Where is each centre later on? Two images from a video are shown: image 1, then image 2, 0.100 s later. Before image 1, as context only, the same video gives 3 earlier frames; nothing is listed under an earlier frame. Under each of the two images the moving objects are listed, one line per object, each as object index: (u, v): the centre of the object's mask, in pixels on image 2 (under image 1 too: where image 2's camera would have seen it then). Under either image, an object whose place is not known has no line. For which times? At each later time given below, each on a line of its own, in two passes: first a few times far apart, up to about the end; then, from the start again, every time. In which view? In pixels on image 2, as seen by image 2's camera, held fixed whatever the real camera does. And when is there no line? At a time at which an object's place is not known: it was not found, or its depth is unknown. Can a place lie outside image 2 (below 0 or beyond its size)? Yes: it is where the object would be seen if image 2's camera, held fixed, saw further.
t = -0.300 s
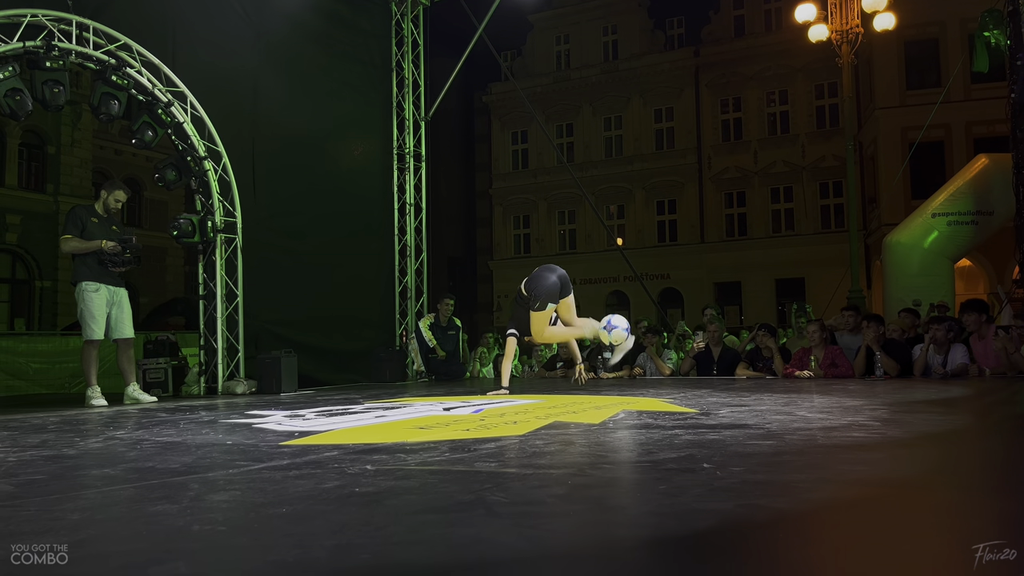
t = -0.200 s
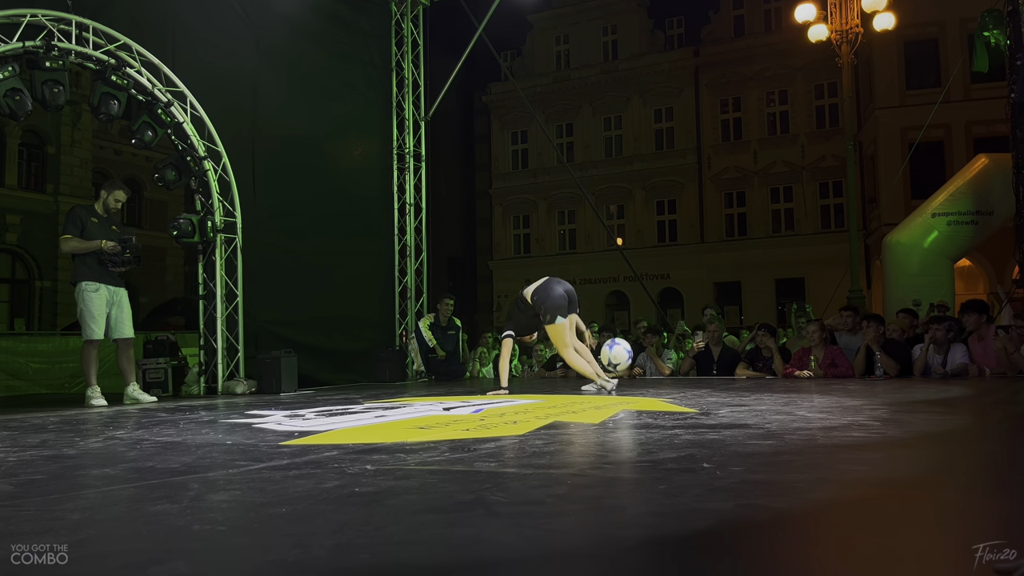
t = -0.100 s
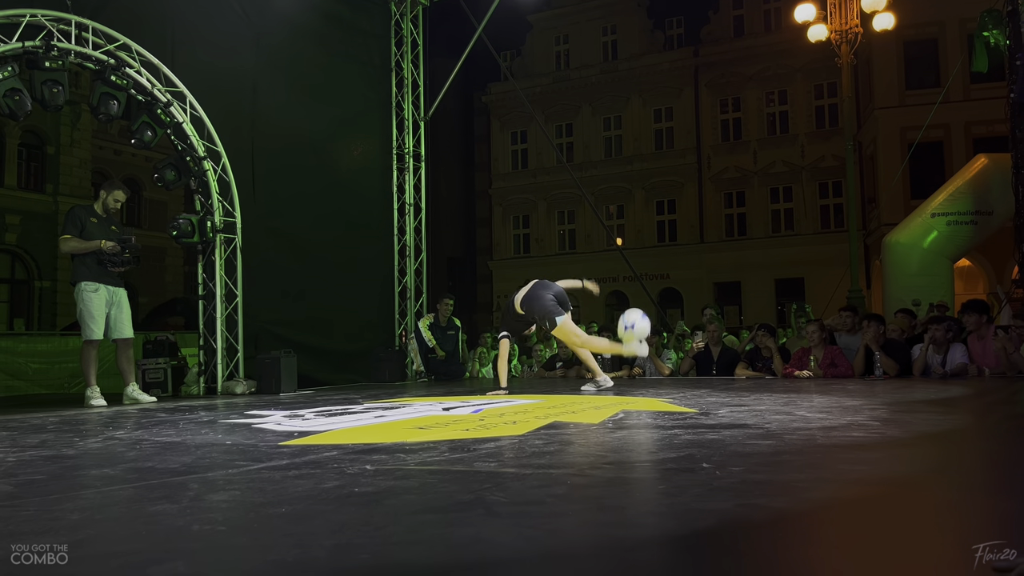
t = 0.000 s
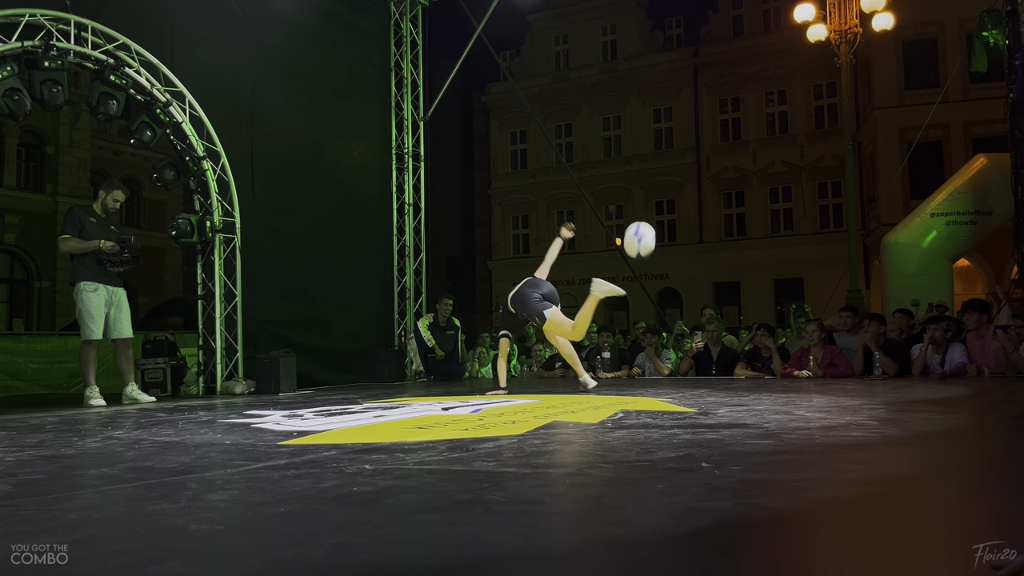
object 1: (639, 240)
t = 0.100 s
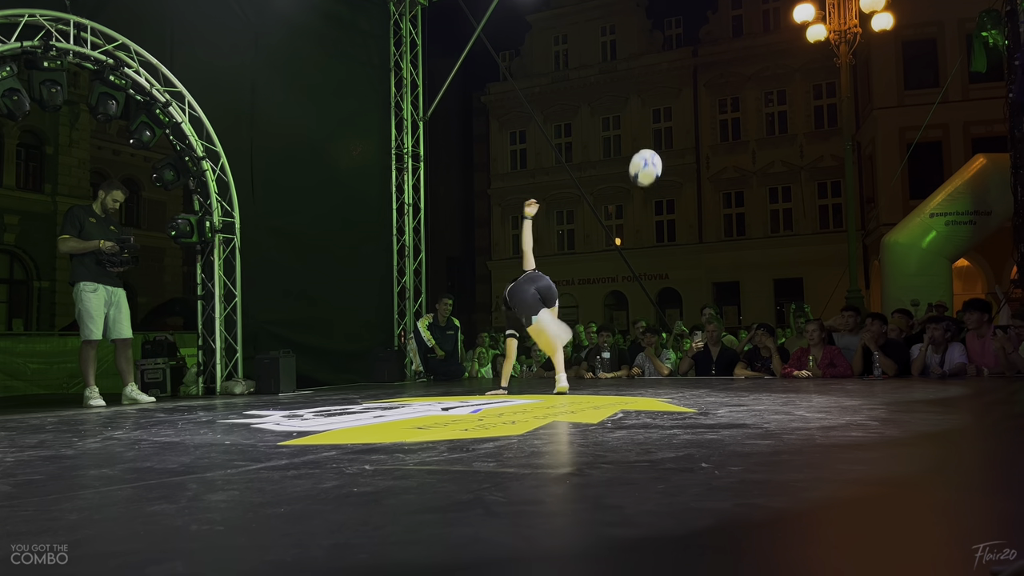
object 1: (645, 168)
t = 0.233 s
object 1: (653, 92)
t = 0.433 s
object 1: (666, 26)
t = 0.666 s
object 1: (684, 19)
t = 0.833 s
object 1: (698, 64)
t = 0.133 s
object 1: (647, 146)
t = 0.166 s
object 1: (649, 126)
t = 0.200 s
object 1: (651, 109)
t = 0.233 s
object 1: (653, 92)
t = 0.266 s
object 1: (655, 77)
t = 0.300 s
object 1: (657, 64)
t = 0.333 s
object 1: (660, 52)
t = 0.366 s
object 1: (662, 41)
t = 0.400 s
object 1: (664, 33)
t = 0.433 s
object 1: (666, 26)
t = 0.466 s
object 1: (668, 20)
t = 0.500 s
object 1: (671, 16)
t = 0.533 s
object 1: (673, 14)
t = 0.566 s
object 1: (675, 13)
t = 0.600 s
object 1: (678, 14)
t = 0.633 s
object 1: (681, 15)
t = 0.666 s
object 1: (684, 19)
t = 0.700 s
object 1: (686, 25)
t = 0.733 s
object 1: (689, 32)
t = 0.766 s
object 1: (692, 41)
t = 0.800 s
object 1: (695, 52)
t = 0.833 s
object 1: (698, 64)
